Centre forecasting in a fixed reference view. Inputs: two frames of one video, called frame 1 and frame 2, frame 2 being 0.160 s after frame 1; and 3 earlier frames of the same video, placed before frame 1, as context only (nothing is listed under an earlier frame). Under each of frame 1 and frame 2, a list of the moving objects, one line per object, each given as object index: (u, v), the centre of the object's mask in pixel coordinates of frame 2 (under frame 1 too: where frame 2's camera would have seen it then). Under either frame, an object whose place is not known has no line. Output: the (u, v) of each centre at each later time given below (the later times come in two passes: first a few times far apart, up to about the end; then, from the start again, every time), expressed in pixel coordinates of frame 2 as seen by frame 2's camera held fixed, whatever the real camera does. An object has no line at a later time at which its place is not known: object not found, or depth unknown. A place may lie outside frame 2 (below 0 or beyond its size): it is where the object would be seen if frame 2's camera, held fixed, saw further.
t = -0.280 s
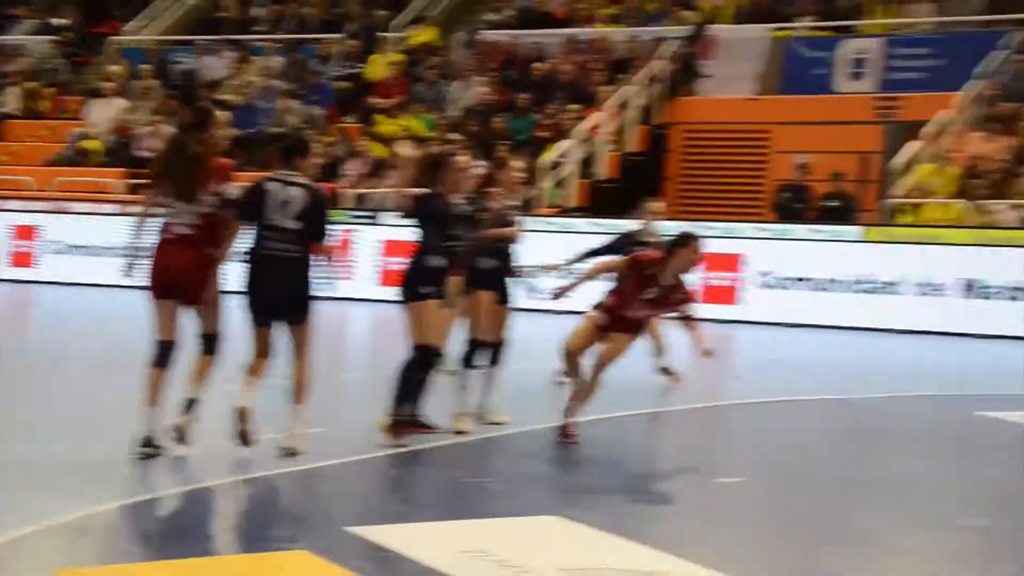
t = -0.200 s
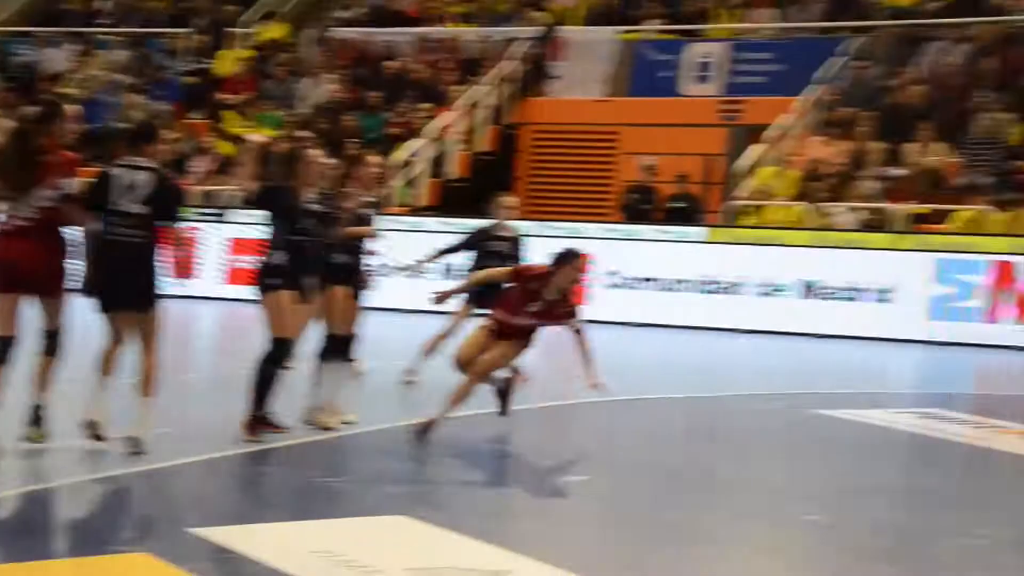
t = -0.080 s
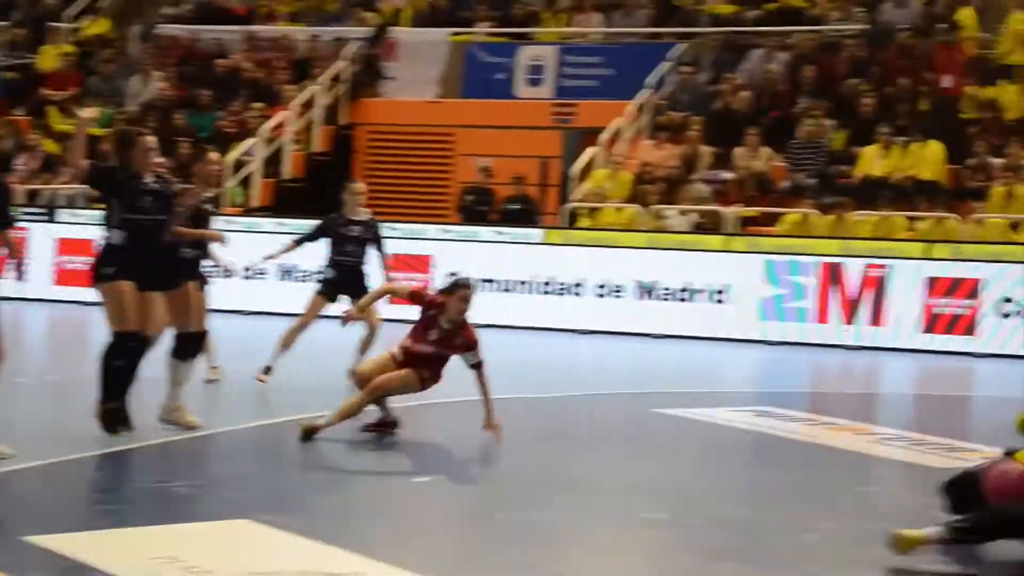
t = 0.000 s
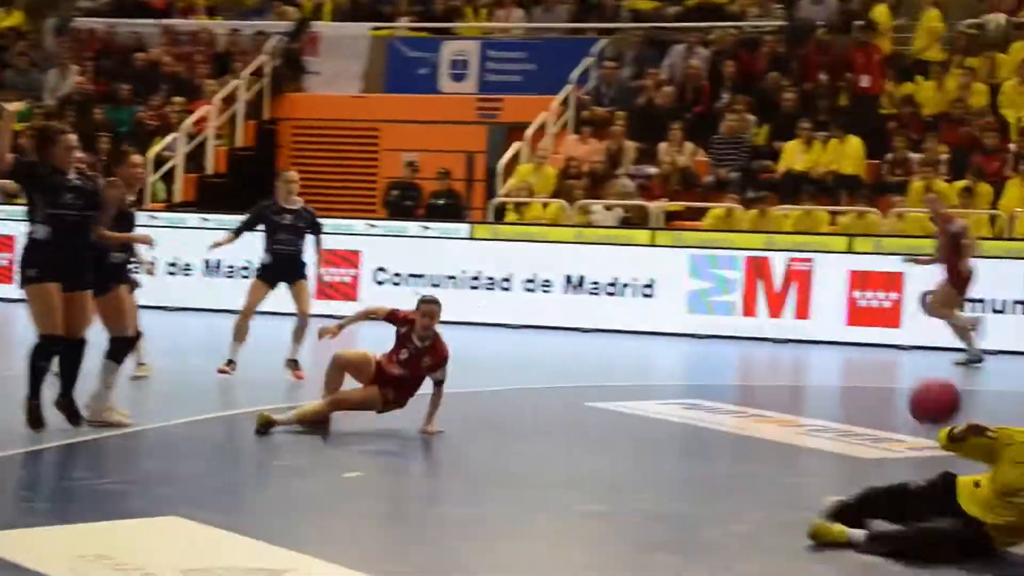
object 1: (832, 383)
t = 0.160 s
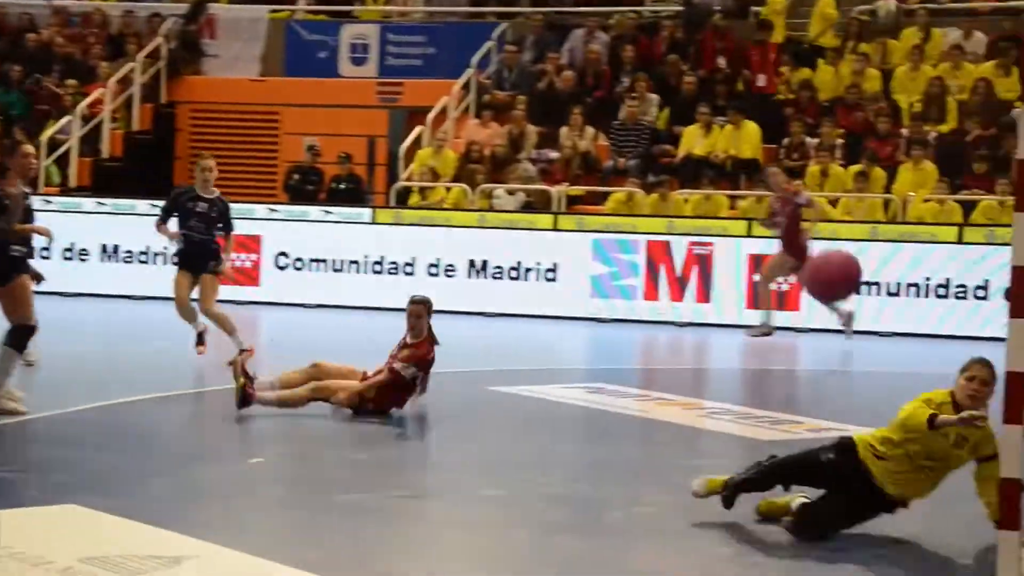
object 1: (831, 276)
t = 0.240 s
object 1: (832, 244)
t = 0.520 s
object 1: (816, 329)
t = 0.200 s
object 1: (833, 258)
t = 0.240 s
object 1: (832, 244)
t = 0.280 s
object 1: (831, 235)
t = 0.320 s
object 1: (829, 233)
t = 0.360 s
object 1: (828, 236)
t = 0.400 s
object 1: (826, 245)
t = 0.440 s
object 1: (823, 265)
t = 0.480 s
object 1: (820, 290)
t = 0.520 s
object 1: (816, 329)
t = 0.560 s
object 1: (812, 382)
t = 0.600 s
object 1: (809, 444)
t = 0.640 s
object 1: (806, 525)
